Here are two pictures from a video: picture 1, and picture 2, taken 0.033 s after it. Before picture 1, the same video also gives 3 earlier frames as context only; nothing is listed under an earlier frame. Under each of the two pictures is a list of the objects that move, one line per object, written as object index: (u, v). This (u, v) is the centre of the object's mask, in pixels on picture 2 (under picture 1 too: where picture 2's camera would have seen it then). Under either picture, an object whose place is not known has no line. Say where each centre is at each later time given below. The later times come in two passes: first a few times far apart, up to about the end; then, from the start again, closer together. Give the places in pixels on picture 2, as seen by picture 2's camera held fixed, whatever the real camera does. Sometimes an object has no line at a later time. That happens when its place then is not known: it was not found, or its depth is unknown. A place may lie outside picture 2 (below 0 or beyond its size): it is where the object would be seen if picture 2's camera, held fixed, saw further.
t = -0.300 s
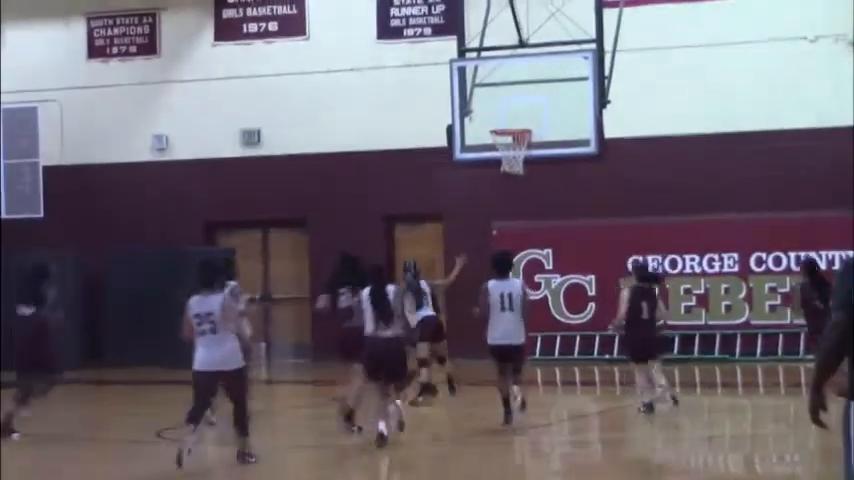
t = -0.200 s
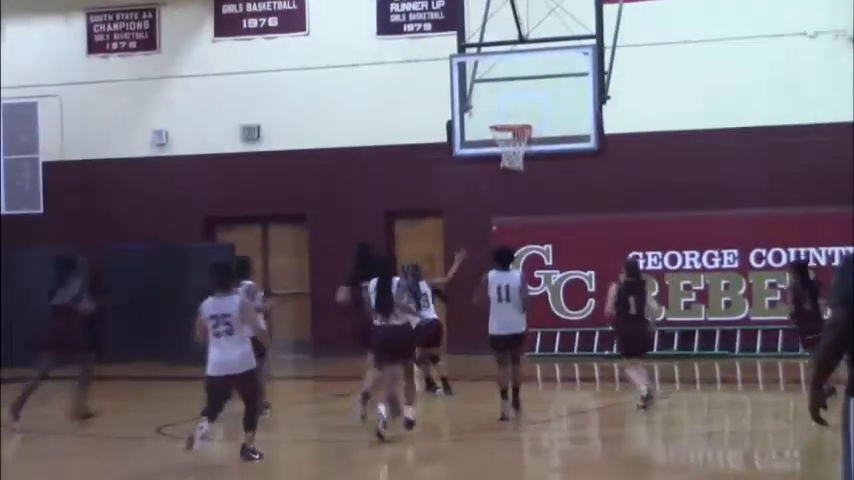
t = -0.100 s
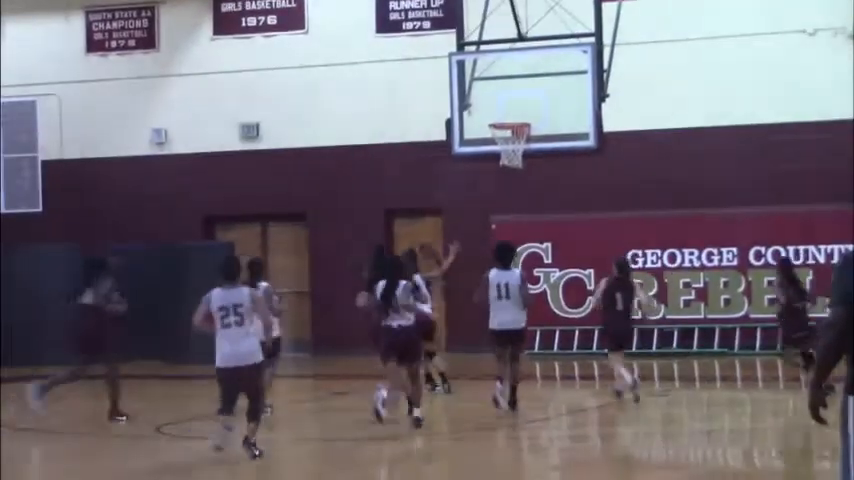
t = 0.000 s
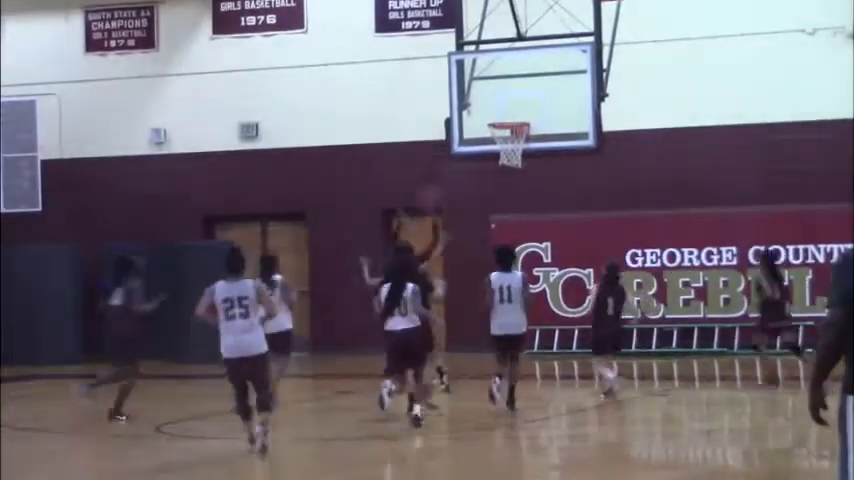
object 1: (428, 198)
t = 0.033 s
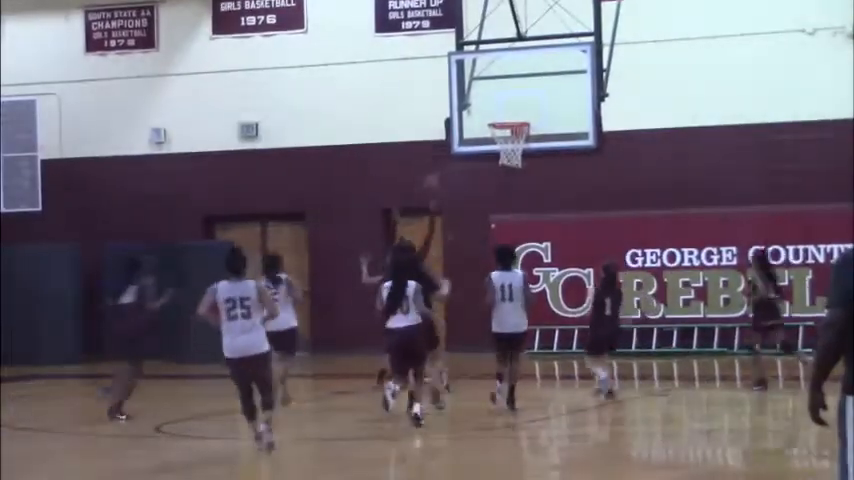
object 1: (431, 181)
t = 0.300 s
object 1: (456, 94)
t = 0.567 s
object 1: (483, 62)
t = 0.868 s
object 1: (514, 94)
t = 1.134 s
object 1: (505, 89)
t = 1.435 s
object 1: (481, 111)
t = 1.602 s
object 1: (469, 153)
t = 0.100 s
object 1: (438, 151)
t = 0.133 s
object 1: (440, 140)
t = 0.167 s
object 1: (442, 132)
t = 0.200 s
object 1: (447, 121)
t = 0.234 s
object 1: (450, 111)
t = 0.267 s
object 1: (453, 102)
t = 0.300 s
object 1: (456, 94)
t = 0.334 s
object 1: (459, 86)
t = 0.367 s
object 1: (463, 80)
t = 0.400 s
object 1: (468, 75)
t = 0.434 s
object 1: (471, 69)
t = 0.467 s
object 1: (473, 66)
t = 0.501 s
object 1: (476, 64)
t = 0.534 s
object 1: (479, 63)
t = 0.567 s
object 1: (483, 62)
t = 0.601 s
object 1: (486, 61)
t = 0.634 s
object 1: (489, 62)
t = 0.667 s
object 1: (493, 63)
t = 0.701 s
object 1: (496, 66)
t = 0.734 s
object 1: (500, 70)
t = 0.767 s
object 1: (503, 75)
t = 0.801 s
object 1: (507, 80)
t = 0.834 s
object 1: (511, 87)
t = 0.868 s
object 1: (514, 94)
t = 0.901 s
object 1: (518, 103)
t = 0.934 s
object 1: (521, 111)
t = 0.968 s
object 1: (520, 108)
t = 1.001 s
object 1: (517, 103)
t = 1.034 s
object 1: (514, 98)
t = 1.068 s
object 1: (511, 93)
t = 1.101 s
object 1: (508, 91)
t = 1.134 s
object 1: (505, 89)
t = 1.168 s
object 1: (503, 88)
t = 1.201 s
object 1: (500, 88)
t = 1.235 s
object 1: (497, 88)
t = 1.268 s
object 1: (495, 89)
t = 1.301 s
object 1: (492, 92)
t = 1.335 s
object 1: (489, 95)
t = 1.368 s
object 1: (487, 100)
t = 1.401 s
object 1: (484, 104)
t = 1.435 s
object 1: (481, 111)
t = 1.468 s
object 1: (478, 118)
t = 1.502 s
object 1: (476, 125)
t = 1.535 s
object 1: (474, 134)
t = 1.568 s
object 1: (473, 149)
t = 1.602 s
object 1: (469, 153)
